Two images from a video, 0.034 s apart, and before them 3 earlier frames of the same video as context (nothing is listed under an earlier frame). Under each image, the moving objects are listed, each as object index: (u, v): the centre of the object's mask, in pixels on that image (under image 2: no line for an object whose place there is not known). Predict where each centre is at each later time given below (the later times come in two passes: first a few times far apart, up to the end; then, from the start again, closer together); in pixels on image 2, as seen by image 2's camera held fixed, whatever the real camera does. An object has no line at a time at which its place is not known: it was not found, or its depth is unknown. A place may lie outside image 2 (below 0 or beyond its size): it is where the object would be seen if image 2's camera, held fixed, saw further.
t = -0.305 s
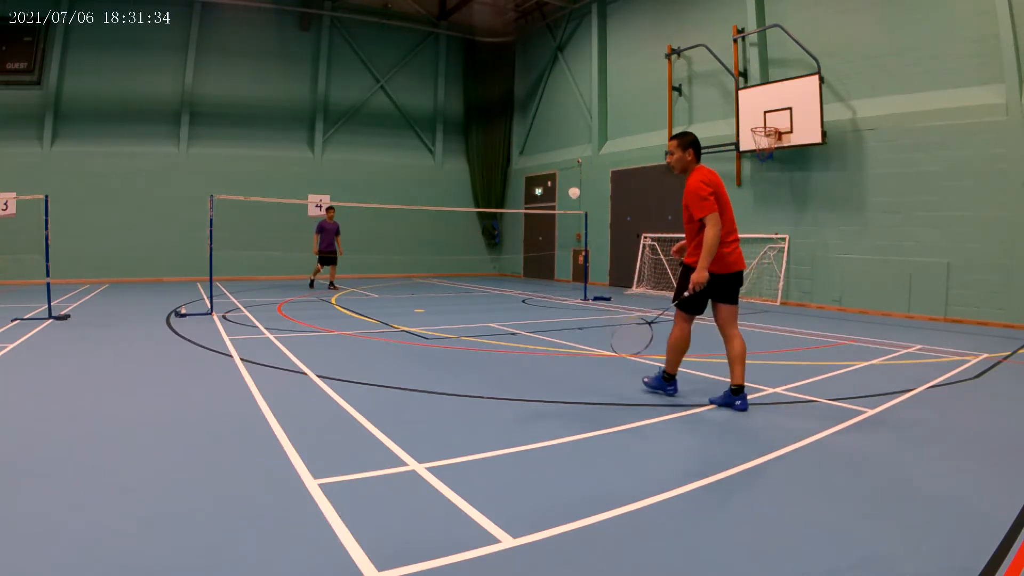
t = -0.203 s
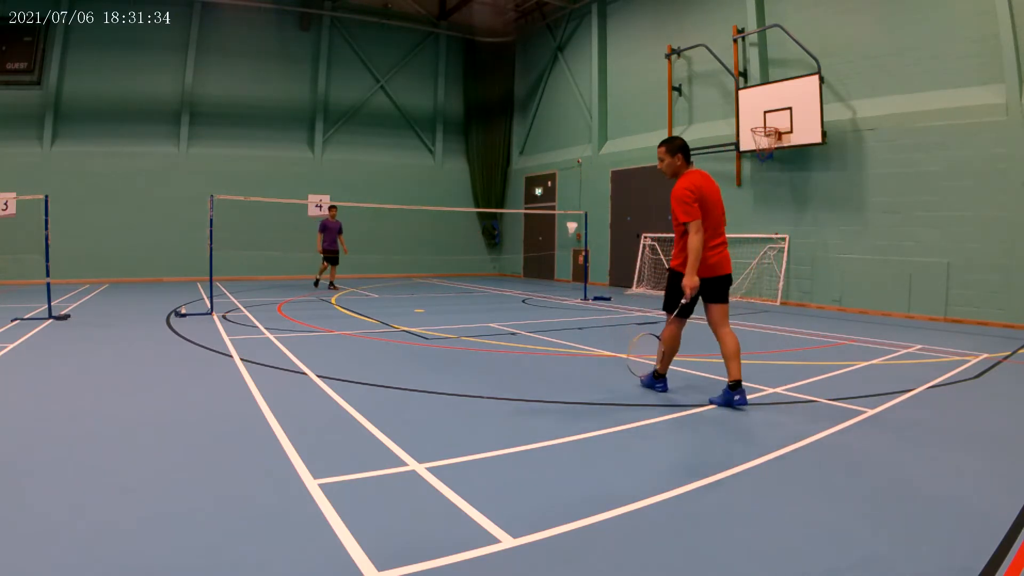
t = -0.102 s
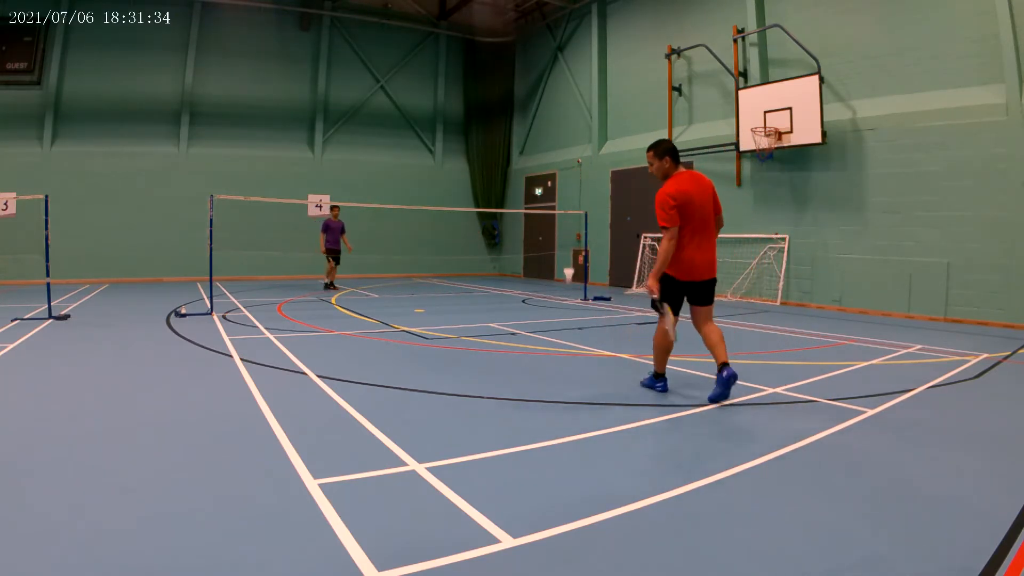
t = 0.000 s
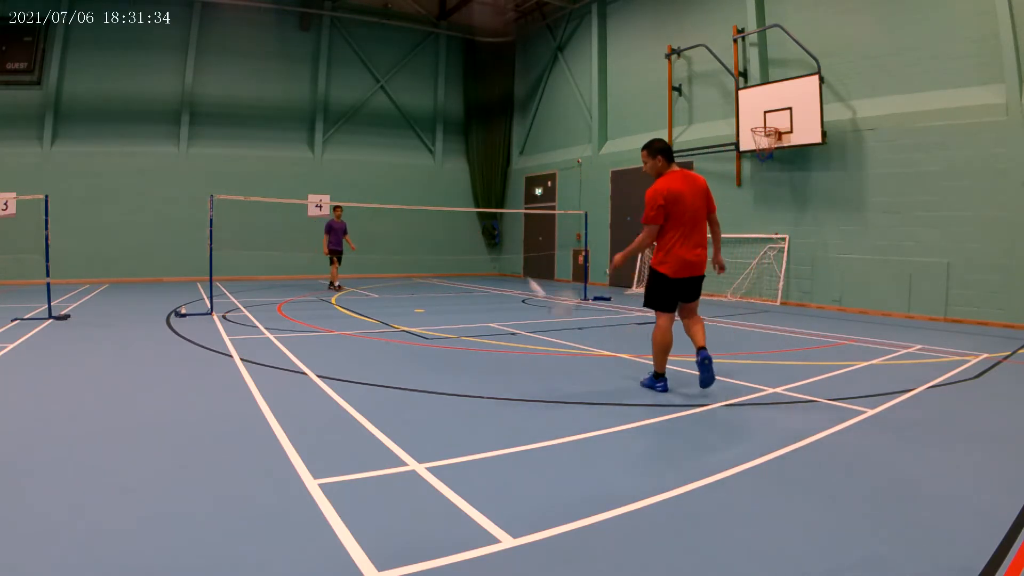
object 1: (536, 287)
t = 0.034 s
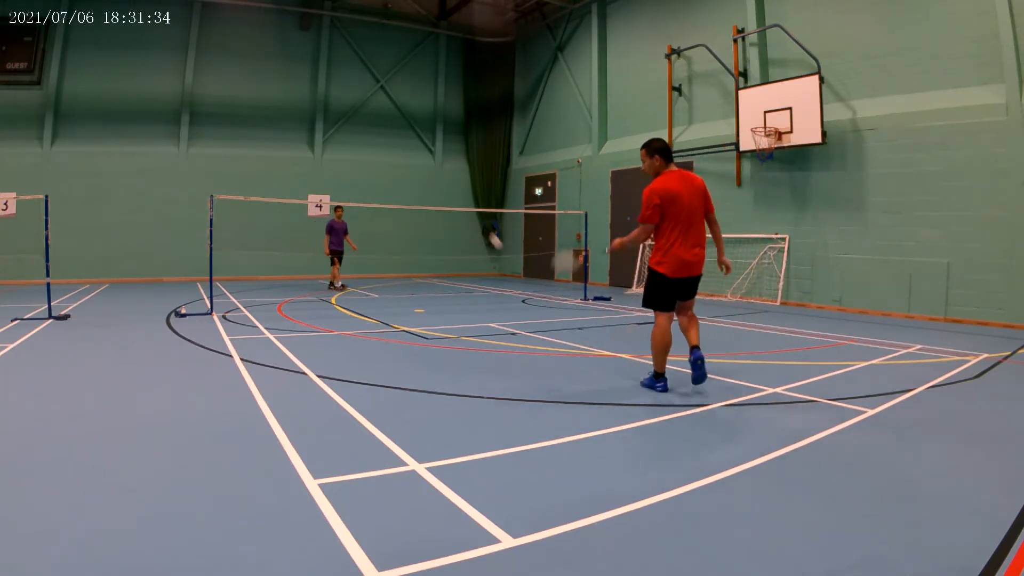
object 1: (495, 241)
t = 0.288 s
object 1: (396, 139)
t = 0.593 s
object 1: (362, 145)
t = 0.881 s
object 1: (347, 187)
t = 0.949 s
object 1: (346, 200)
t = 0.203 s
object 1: (414, 151)
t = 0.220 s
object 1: (410, 148)
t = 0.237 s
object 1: (406, 144)
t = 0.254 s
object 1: (402, 142)
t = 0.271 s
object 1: (399, 140)
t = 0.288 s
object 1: (396, 139)
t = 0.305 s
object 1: (393, 137)
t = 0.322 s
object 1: (391, 136)
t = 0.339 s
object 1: (388, 135)
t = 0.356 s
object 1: (386, 135)
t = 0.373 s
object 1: (383, 135)
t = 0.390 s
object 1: (381, 135)
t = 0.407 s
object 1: (379, 134)
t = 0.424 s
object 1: (377, 135)
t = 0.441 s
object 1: (375, 135)
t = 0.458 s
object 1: (373, 136)
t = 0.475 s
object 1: (372, 136)
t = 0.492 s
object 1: (370, 137)
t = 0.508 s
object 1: (369, 138)
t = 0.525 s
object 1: (368, 139)
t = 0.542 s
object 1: (366, 141)
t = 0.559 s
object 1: (365, 142)
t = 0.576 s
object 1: (364, 143)
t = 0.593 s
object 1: (362, 145)
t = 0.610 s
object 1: (361, 147)
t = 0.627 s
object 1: (360, 149)
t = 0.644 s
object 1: (359, 150)
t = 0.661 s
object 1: (358, 153)
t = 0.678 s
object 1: (357, 154)
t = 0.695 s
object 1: (356, 157)
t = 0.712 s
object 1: (355, 159)
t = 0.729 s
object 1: (354, 161)
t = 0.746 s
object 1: (353, 164)
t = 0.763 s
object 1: (353, 167)
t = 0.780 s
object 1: (352, 169)
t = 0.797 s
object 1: (351, 172)
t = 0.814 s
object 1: (350, 175)
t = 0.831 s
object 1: (350, 178)
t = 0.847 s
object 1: (349, 181)
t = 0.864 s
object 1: (349, 184)
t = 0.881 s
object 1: (347, 187)
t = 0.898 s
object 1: (347, 190)
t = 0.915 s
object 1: (347, 194)
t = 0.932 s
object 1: (346, 197)
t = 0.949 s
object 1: (346, 200)
